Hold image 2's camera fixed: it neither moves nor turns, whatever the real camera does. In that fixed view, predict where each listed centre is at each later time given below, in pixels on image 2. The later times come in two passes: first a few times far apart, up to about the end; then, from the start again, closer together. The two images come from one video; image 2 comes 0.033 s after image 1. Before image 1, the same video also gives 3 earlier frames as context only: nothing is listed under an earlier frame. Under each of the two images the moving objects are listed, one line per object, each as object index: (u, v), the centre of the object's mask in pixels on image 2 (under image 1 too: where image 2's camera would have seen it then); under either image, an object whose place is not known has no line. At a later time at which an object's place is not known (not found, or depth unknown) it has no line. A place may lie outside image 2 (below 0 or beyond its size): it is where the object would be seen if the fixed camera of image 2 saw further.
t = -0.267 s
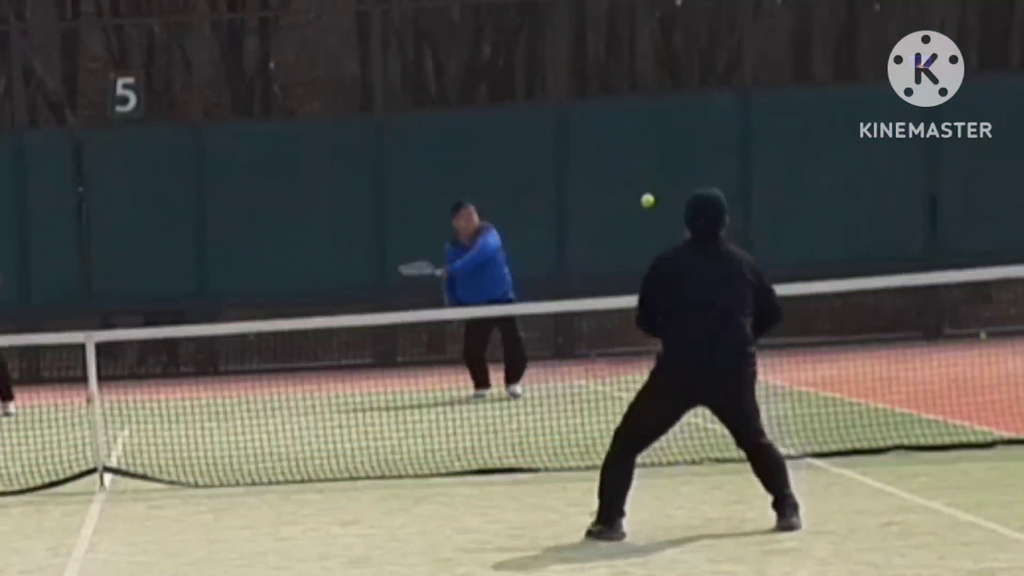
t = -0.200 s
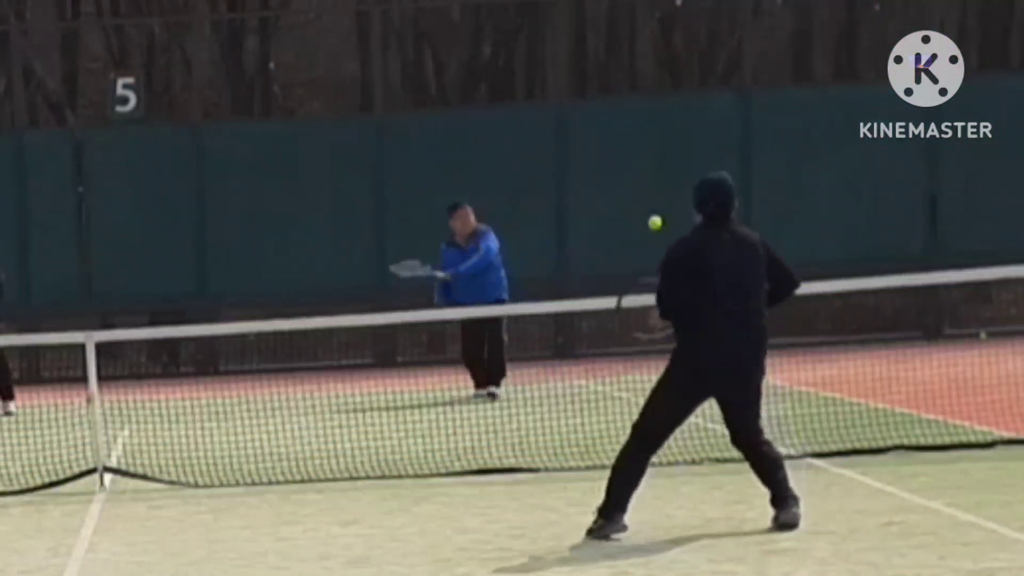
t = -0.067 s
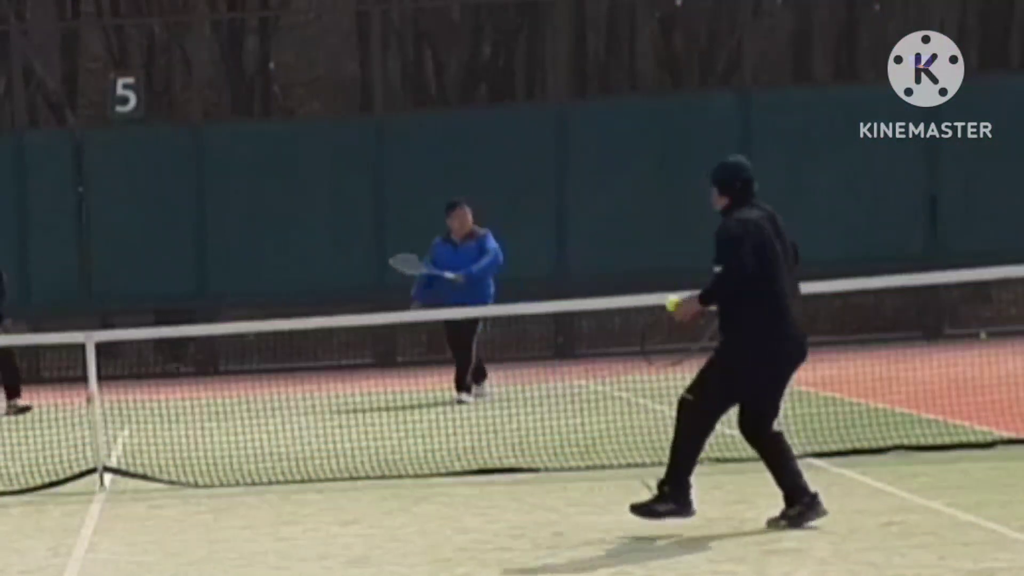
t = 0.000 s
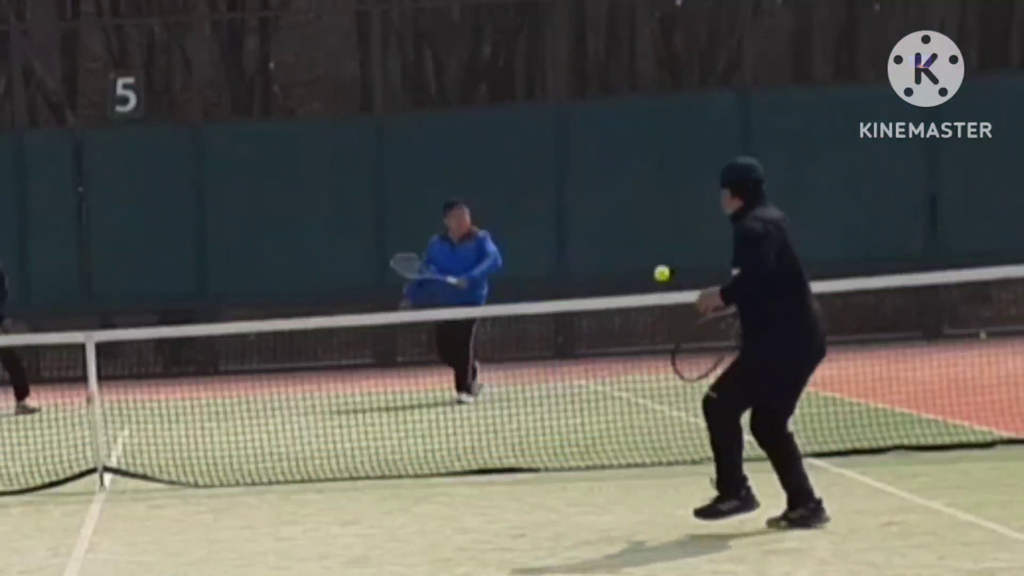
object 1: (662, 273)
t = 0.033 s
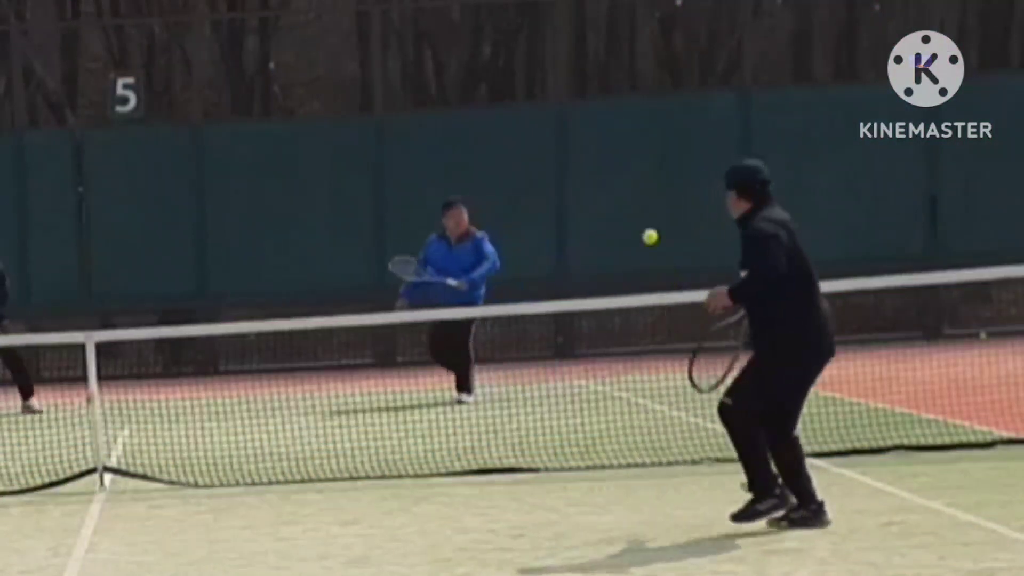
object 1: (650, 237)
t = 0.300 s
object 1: (576, 67)
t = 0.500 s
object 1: (537, 42)
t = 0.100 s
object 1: (629, 175)
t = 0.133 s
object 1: (619, 150)
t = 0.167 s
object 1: (610, 127)
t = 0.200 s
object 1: (601, 108)
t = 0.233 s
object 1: (592, 92)
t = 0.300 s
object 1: (576, 67)
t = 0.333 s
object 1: (569, 57)
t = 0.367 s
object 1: (562, 51)
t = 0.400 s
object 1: (555, 45)
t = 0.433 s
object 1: (549, 42)
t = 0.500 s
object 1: (537, 42)
